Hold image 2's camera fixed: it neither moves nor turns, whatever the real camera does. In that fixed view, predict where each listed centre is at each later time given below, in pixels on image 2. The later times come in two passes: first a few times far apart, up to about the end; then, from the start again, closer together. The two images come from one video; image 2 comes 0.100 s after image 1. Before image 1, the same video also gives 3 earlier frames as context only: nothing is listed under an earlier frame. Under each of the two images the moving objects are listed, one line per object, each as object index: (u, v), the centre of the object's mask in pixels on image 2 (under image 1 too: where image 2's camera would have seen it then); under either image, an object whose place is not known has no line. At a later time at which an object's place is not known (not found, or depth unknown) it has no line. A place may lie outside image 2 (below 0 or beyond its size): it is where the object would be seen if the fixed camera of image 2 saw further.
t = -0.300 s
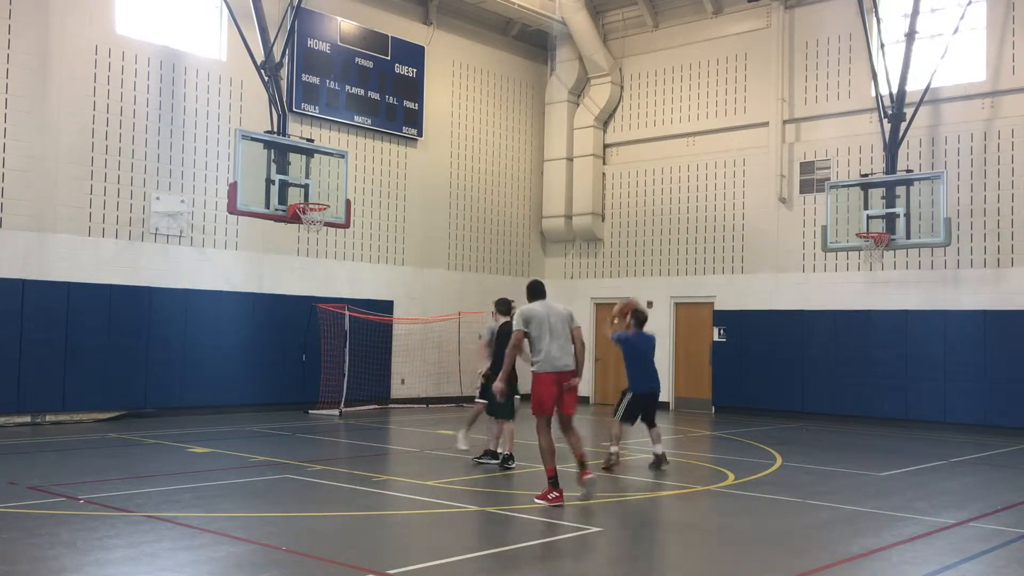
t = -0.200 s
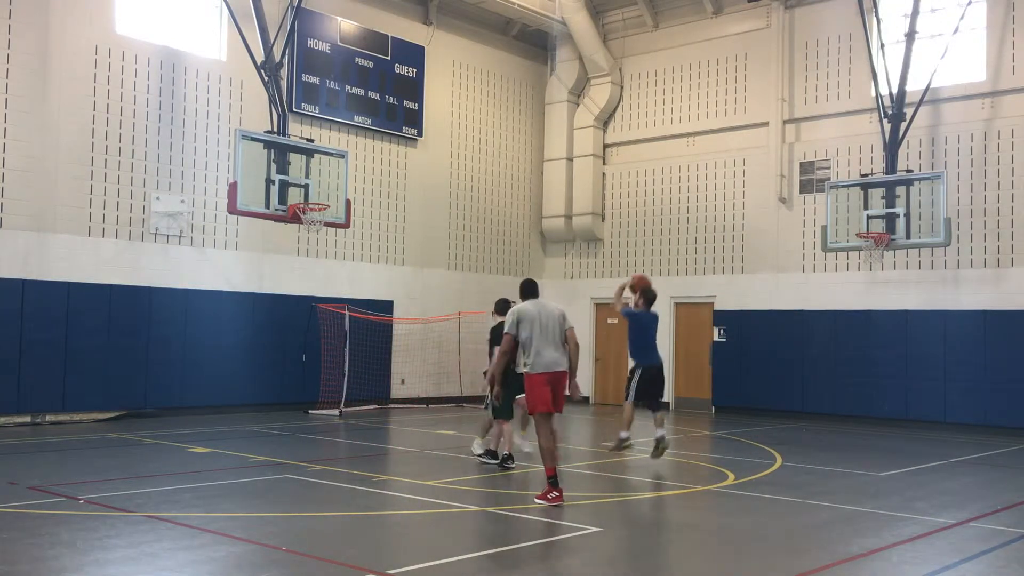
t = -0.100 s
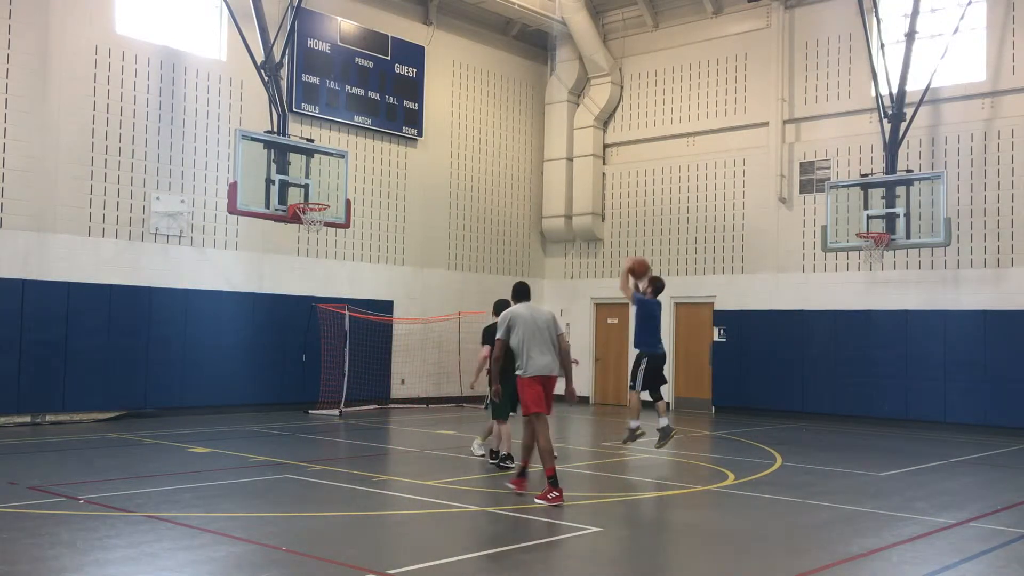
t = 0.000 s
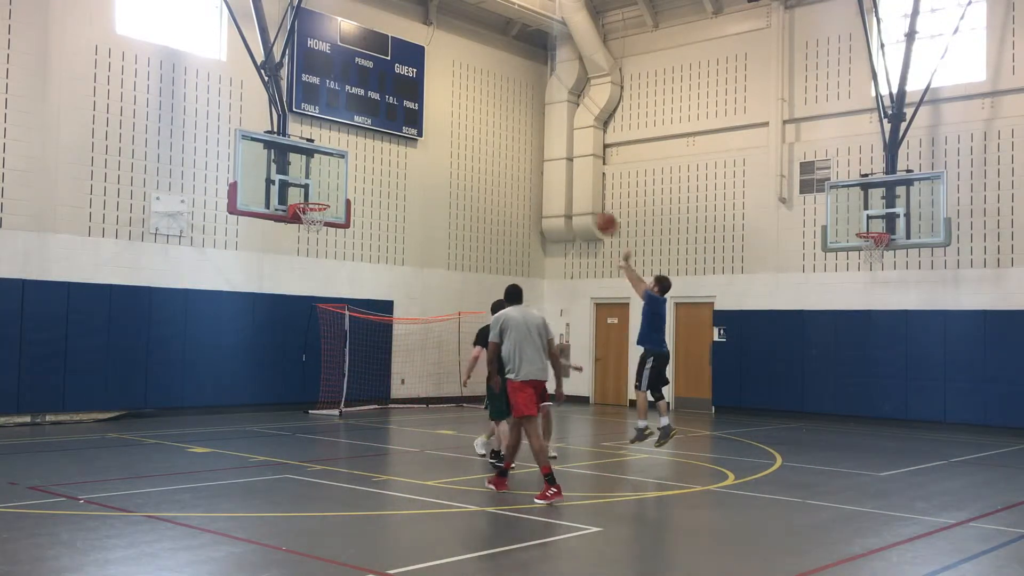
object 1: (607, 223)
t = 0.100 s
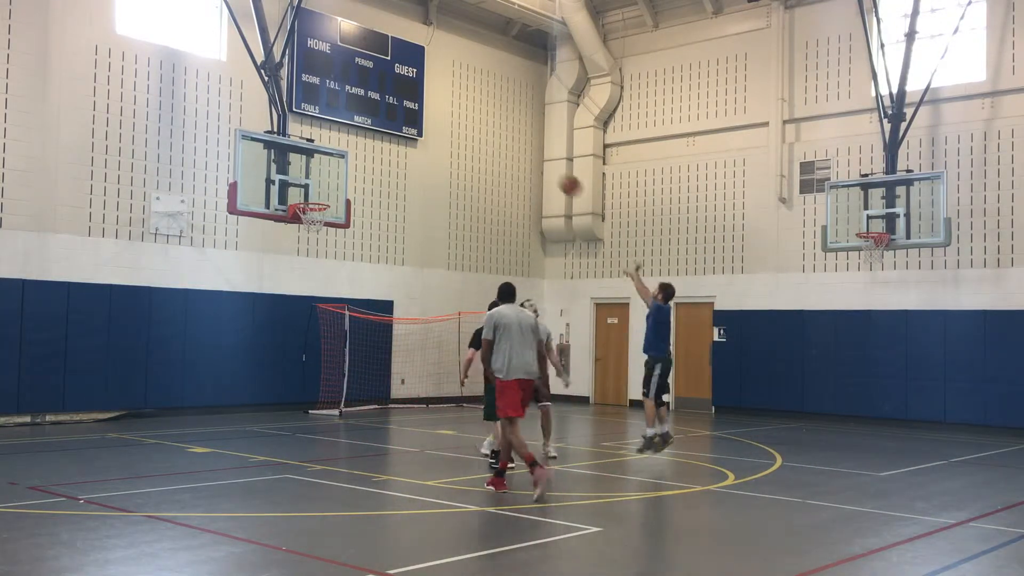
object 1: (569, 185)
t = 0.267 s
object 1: (511, 143)
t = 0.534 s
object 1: (427, 127)
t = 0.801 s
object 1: (352, 164)
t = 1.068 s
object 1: (299, 232)
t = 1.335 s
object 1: (283, 317)
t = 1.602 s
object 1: (272, 408)
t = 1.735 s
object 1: (282, 360)
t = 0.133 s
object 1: (557, 174)
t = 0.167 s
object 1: (545, 164)
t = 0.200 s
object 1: (534, 156)
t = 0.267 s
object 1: (511, 143)
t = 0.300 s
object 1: (501, 137)
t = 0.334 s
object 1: (489, 133)
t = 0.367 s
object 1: (479, 130)
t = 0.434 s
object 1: (458, 126)
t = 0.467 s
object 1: (448, 125)
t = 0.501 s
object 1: (437, 125)
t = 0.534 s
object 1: (427, 127)
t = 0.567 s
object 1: (418, 128)
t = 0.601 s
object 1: (408, 129)
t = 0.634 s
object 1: (398, 135)
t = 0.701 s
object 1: (379, 144)
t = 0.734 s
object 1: (370, 150)
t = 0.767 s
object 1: (361, 156)
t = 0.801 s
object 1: (352, 164)
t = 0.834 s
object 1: (343, 172)
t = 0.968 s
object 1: (305, 210)
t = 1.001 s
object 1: (303, 217)
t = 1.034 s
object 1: (301, 223)
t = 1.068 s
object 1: (299, 232)
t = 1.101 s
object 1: (297, 240)
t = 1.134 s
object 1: (295, 248)
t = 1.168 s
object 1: (293, 257)
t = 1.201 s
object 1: (291, 268)
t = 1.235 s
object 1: (290, 278)
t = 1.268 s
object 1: (288, 290)
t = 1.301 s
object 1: (286, 302)
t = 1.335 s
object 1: (283, 317)
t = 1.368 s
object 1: (282, 331)
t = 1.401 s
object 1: (280, 346)
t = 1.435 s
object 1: (277, 362)
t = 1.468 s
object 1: (274, 379)
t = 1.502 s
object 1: (273, 396)
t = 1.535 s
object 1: (270, 415)
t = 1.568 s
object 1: (270, 419)
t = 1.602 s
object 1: (272, 408)
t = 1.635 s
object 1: (274, 394)
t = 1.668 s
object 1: (277, 383)
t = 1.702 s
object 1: (280, 370)
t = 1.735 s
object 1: (282, 360)
